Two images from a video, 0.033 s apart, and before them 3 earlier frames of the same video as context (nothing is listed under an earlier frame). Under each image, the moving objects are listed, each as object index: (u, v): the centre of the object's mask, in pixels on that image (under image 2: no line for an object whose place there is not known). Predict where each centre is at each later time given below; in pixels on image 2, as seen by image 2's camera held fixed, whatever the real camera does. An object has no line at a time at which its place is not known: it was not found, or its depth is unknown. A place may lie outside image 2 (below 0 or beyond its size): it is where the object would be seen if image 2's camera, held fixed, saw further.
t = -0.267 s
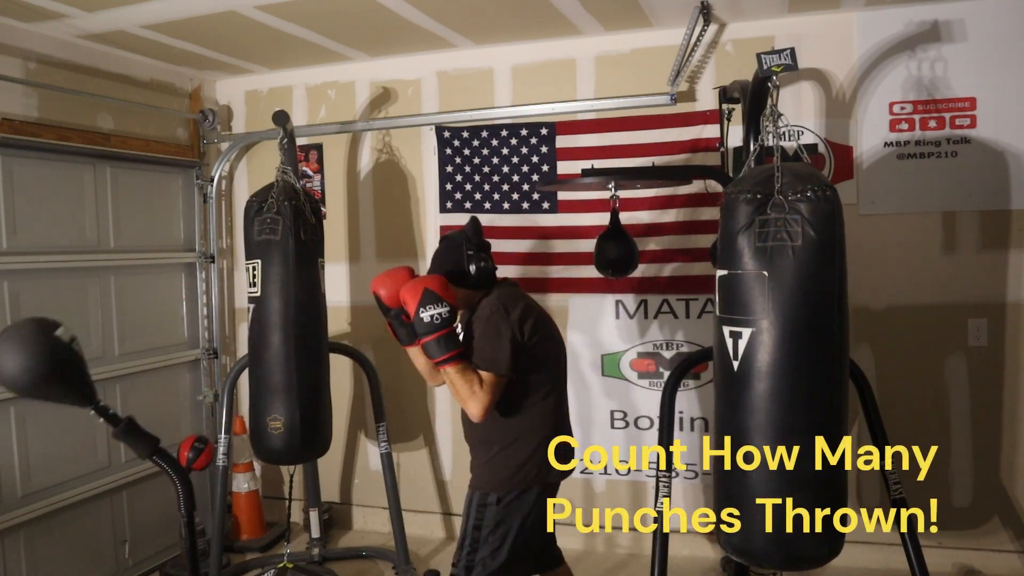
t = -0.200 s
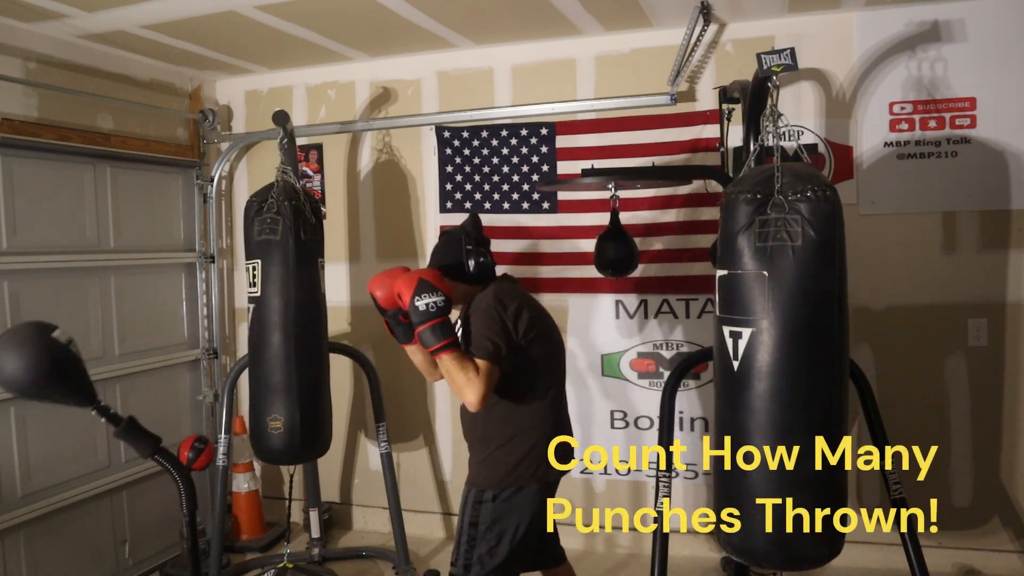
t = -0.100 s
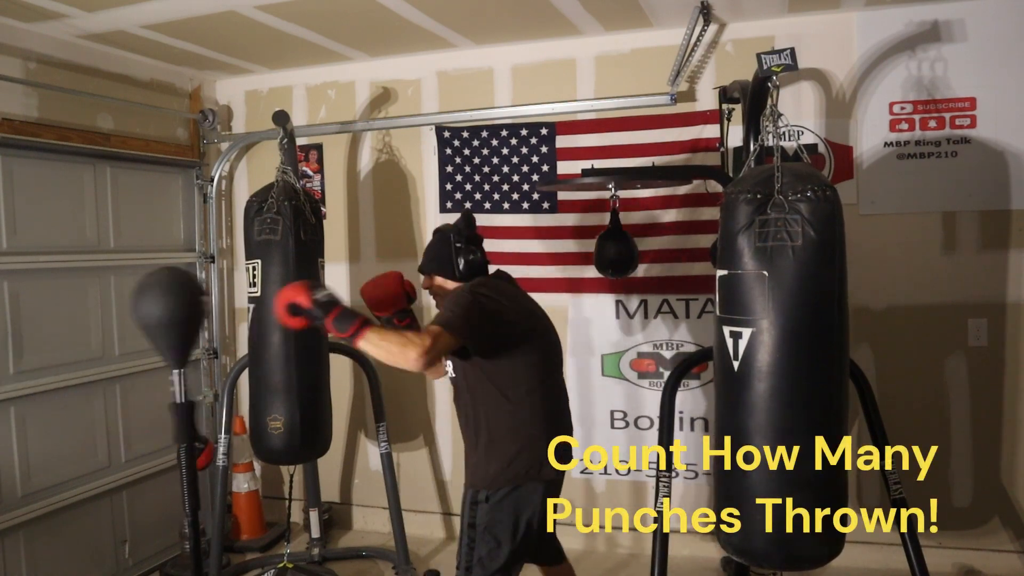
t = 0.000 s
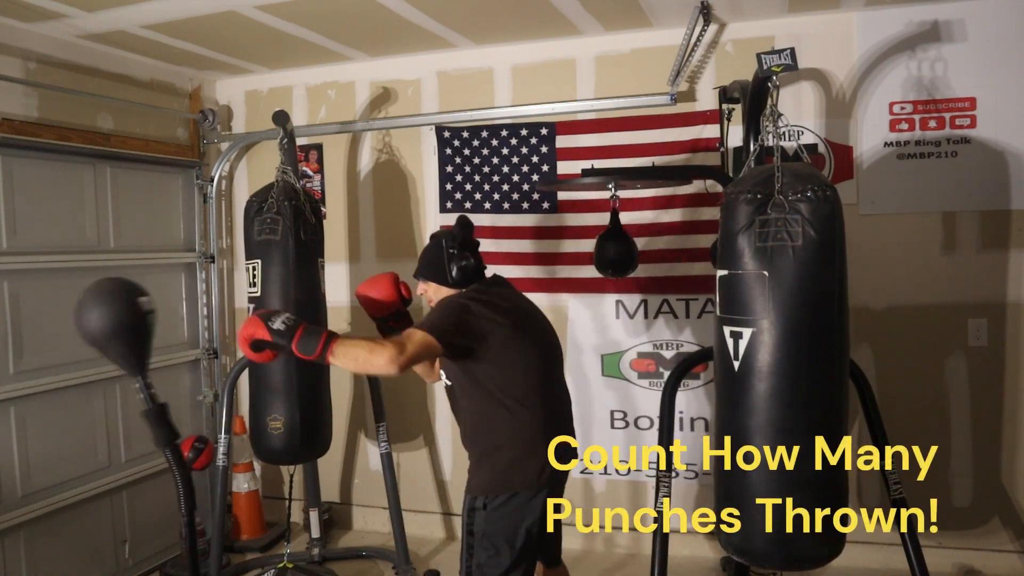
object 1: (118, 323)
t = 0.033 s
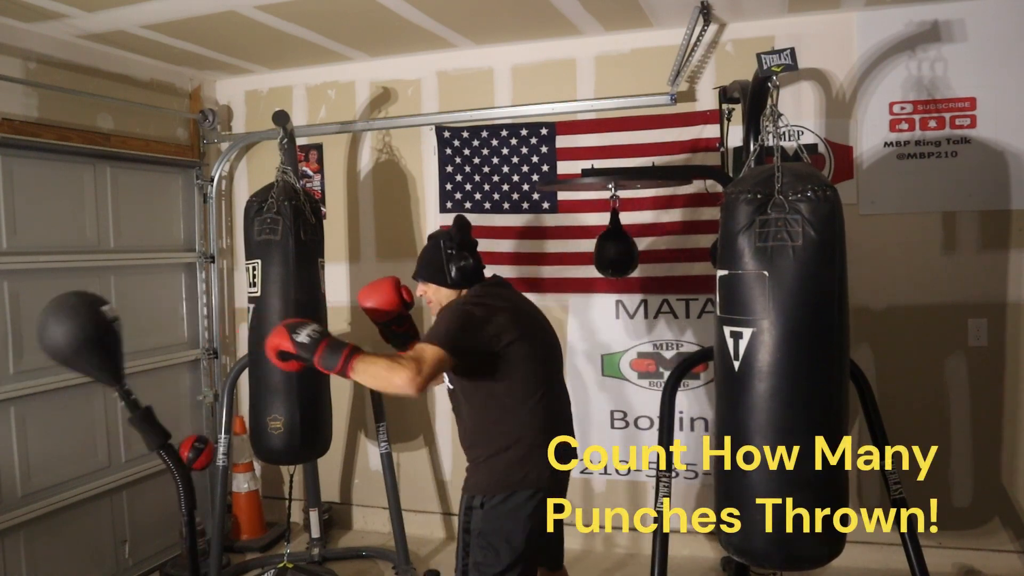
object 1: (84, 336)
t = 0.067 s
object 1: (65, 349)
